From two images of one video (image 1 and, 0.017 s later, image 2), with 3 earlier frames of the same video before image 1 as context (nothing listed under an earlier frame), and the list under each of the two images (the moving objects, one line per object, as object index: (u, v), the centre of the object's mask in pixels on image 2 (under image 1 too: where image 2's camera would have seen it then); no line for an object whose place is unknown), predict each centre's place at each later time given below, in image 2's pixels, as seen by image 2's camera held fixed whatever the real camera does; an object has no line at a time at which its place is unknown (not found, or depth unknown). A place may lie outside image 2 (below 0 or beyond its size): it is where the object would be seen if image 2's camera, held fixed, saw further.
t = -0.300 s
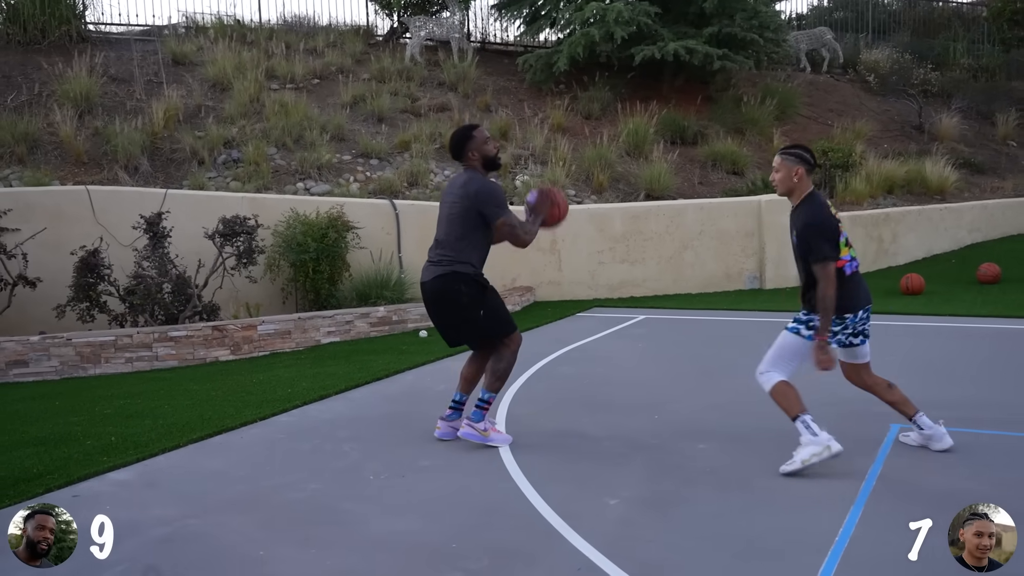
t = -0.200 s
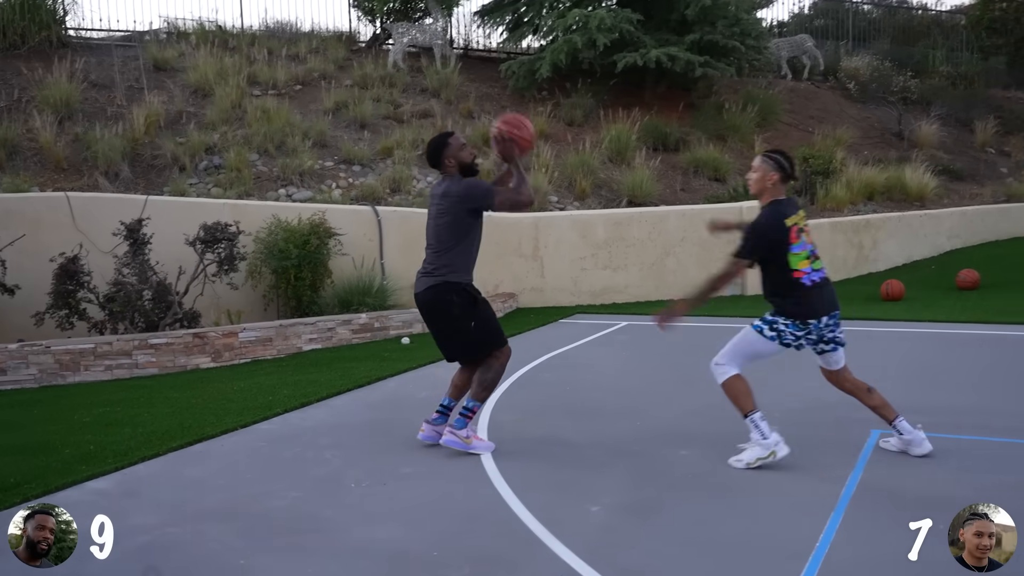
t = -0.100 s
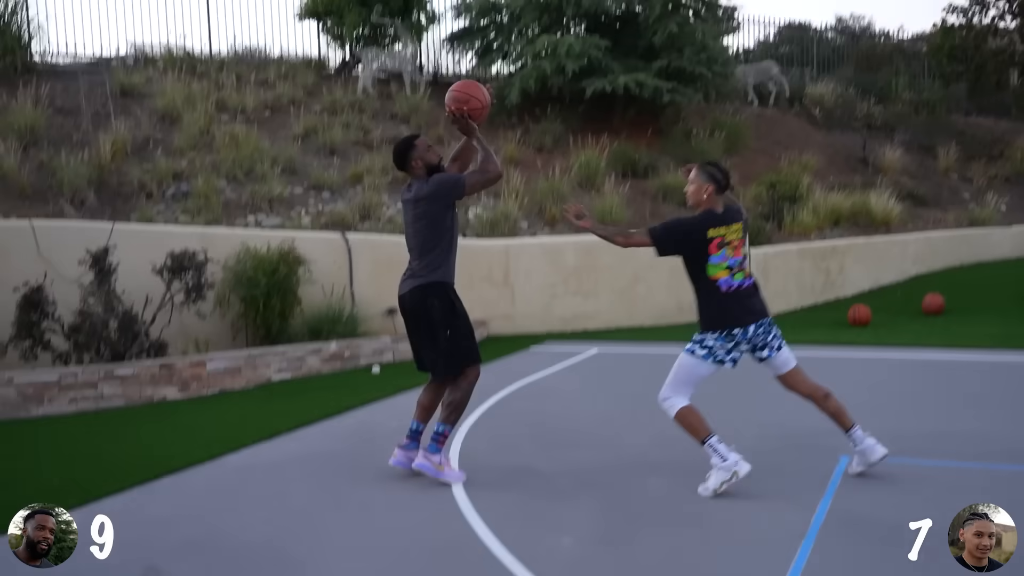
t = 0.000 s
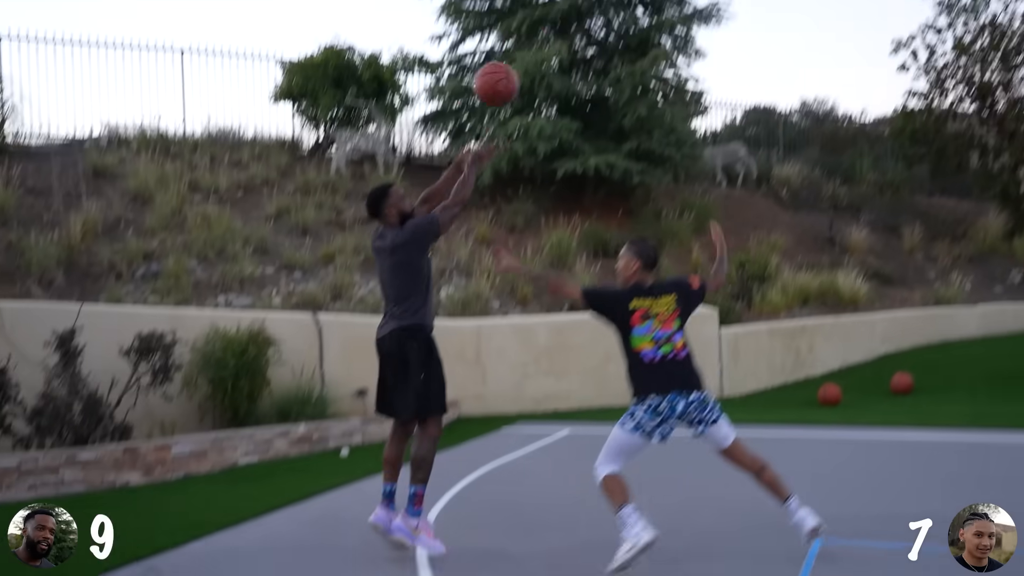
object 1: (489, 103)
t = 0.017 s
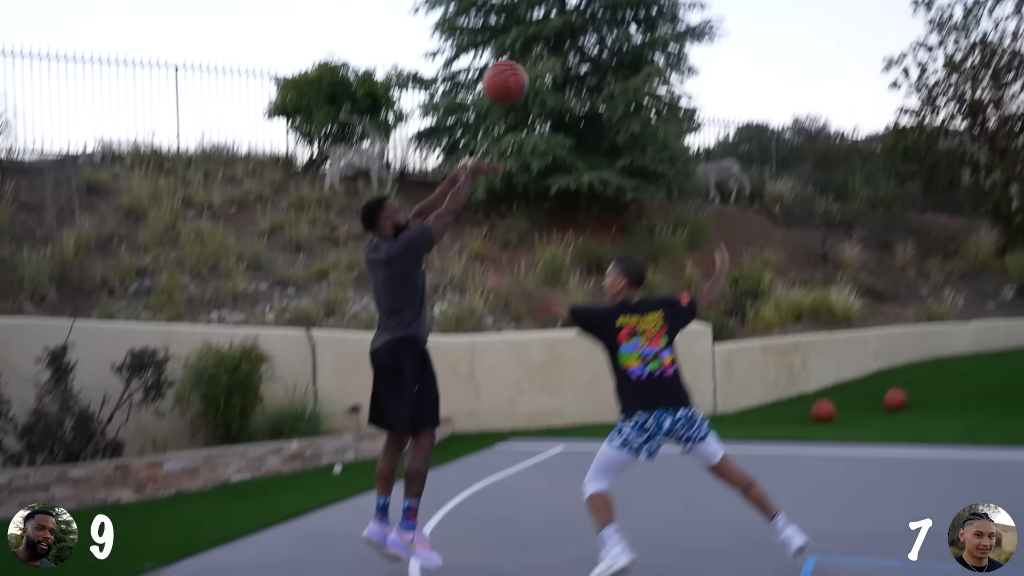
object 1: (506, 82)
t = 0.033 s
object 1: (522, 61)
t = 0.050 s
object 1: (537, 43)
